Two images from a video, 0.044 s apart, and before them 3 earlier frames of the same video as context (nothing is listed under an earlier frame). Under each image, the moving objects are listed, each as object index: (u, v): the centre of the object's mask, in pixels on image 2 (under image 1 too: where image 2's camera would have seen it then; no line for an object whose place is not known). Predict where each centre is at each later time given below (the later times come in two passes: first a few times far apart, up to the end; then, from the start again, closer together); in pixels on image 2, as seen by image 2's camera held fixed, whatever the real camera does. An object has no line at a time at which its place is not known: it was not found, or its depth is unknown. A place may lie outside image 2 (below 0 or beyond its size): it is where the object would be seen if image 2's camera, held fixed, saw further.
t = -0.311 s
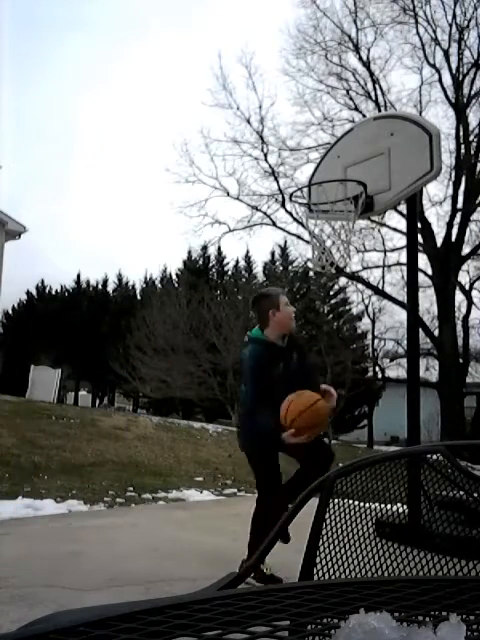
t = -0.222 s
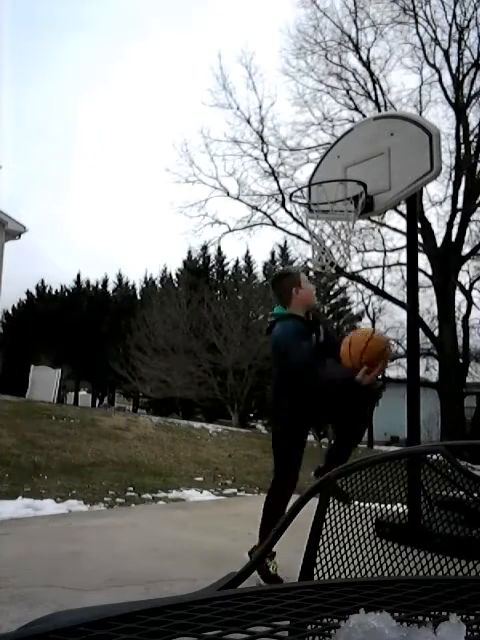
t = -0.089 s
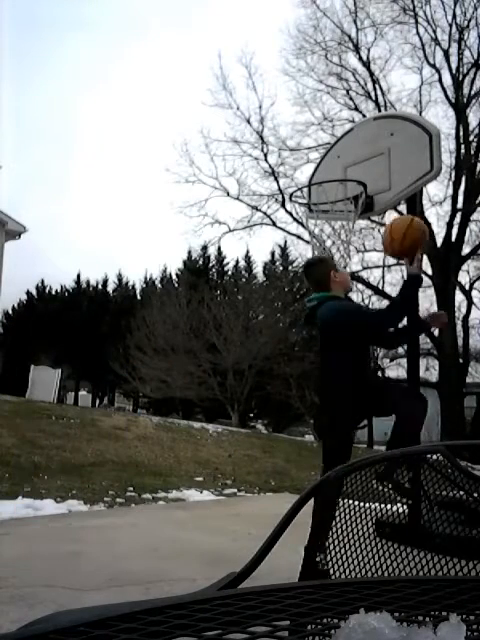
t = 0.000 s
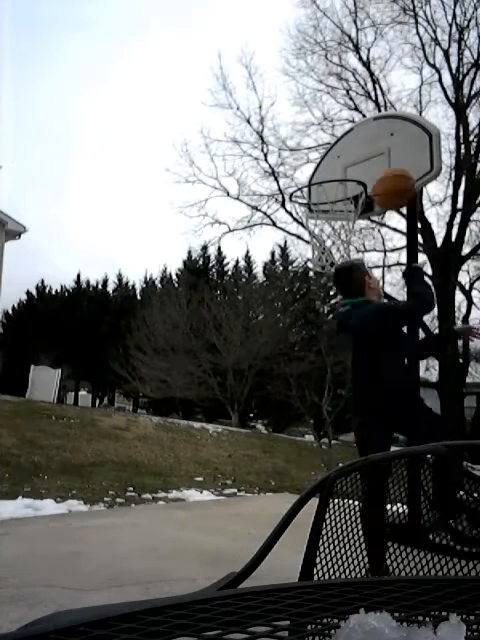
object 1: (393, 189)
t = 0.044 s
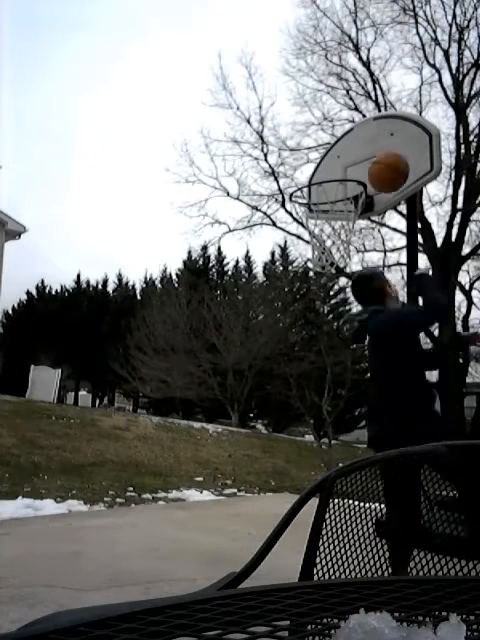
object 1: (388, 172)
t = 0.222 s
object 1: (371, 144)
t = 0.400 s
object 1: (359, 163)
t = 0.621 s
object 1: (356, 171)
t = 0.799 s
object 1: (350, 176)
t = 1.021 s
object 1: (340, 181)
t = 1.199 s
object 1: (329, 200)
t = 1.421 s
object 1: (319, 287)
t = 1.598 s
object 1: (316, 412)
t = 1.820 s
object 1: (310, 487)
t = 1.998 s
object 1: (325, 404)
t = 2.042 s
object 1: (327, 393)
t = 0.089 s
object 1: (384, 159)
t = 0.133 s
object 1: (379, 150)
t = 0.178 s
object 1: (375, 145)
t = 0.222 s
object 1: (371, 144)
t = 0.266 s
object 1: (368, 145)
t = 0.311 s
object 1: (365, 149)
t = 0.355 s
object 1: (362, 155)
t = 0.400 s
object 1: (359, 163)
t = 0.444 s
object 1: (356, 174)
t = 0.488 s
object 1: (356, 174)
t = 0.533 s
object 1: (357, 171)
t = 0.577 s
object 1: (358, 170)
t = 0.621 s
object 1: (356, 171)
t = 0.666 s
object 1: (354, 174)
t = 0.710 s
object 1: (352, 178)
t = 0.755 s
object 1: (352, 177)
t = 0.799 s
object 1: (350, 176)
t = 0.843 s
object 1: (348, 178)
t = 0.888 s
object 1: (346, 179)
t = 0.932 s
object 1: (344, 178)
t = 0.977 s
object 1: (342, 180)
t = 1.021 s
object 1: (340, 181)
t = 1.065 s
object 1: (338, 183)
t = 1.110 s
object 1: (335, 185)
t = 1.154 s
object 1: (332, 192)
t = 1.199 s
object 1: (329, 200)
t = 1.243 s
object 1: (327, 214)
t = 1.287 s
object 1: (324, 228)
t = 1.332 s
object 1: (322, 246)
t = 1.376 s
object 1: (321, 265)
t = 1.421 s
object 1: (319, 287)
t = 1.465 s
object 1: (318, 313)
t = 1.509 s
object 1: (317, 341)
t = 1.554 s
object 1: (316, 375)
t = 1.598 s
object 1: (316, 412)
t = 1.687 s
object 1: (309, 501)
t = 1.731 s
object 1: (301, 545)
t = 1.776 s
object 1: (305, 520)
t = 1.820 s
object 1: (310, 487)
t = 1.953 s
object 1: (323, 421)
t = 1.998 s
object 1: (325, 404)
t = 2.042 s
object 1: (327, 393)
